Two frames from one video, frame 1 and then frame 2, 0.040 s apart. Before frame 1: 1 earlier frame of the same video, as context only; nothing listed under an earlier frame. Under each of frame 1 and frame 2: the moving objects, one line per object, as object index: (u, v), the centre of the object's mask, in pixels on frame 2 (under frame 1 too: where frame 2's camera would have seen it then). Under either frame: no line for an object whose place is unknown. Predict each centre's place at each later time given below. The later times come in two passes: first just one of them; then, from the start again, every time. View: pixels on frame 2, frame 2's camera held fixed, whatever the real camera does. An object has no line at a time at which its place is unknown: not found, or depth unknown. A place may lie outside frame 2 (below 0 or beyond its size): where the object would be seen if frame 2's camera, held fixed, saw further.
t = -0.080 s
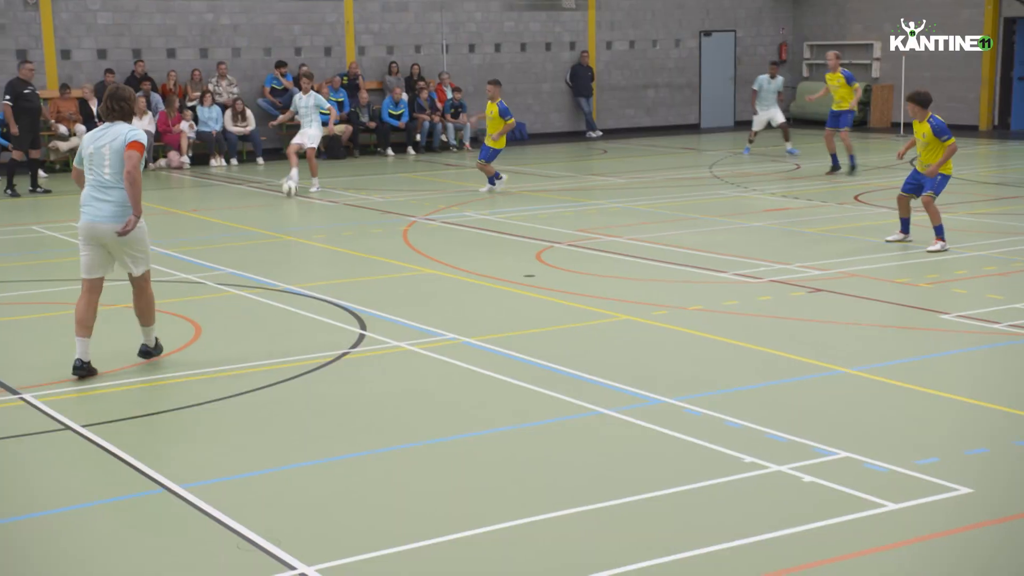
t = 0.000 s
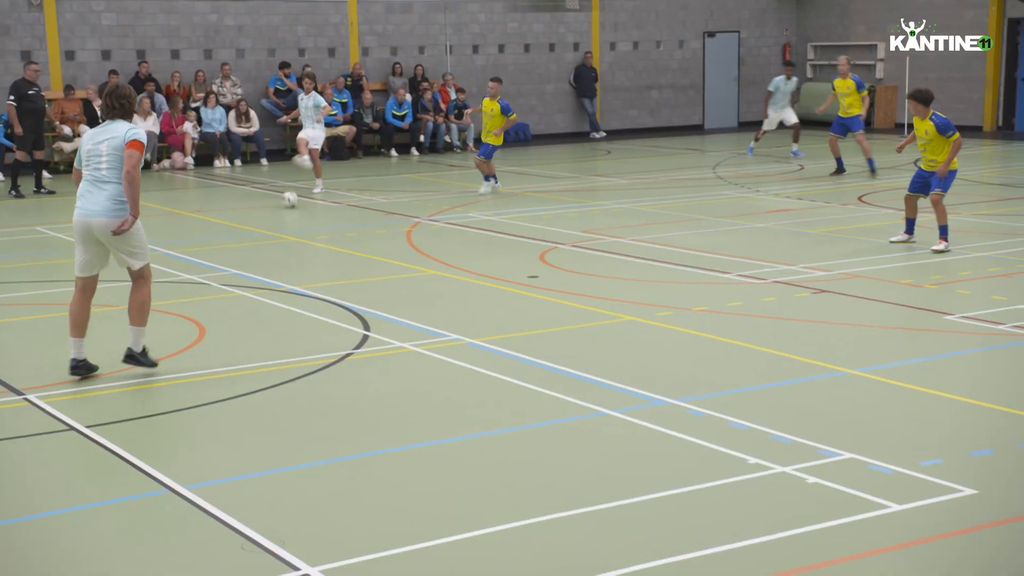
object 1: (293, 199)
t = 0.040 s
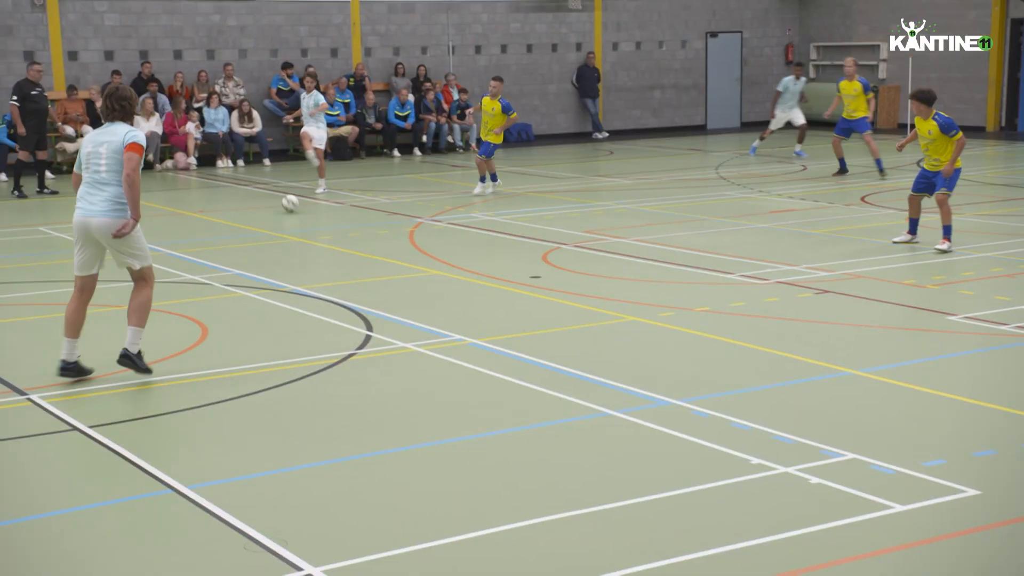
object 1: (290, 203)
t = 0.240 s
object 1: (284, 229)
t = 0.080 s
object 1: (288, 207)
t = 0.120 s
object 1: (287, 214)
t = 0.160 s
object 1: (285, 218)
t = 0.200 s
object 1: (284, 222)
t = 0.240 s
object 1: (284, 229)
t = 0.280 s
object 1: (283, 236)
